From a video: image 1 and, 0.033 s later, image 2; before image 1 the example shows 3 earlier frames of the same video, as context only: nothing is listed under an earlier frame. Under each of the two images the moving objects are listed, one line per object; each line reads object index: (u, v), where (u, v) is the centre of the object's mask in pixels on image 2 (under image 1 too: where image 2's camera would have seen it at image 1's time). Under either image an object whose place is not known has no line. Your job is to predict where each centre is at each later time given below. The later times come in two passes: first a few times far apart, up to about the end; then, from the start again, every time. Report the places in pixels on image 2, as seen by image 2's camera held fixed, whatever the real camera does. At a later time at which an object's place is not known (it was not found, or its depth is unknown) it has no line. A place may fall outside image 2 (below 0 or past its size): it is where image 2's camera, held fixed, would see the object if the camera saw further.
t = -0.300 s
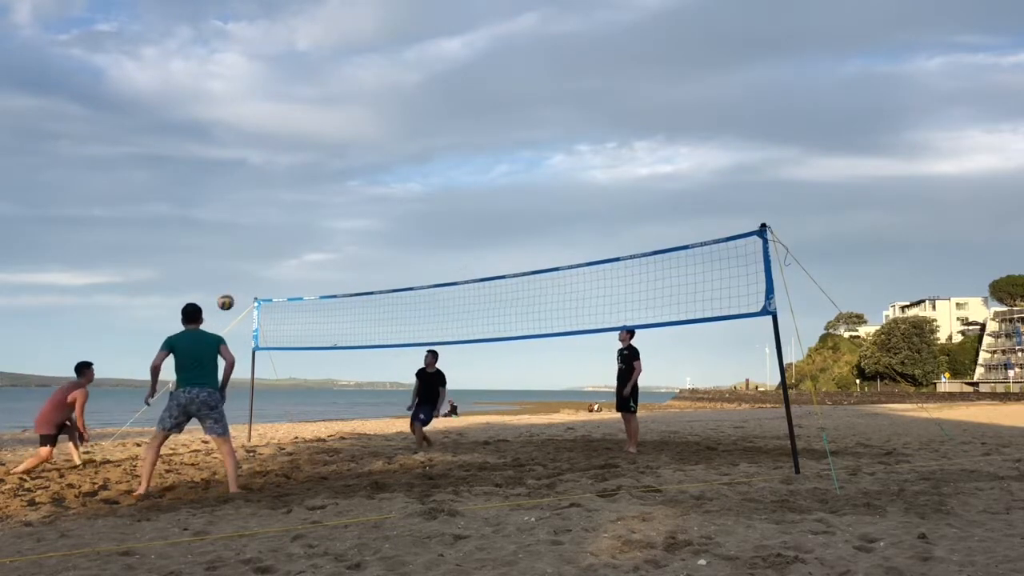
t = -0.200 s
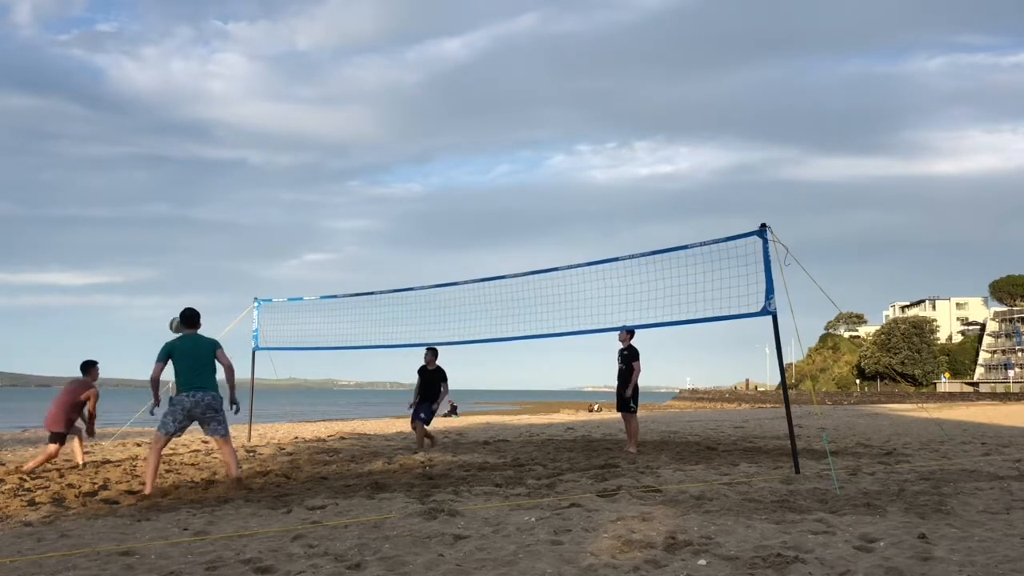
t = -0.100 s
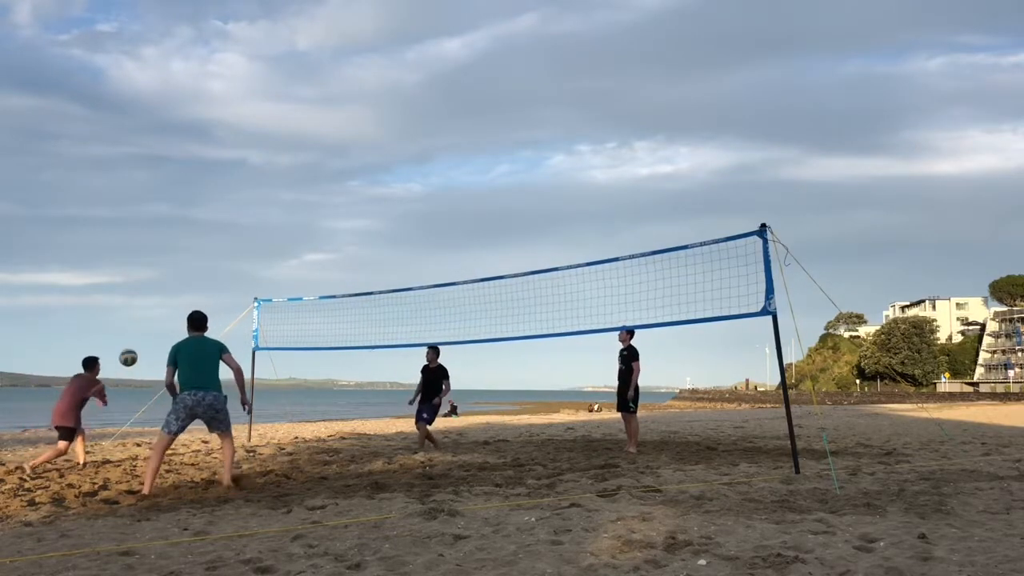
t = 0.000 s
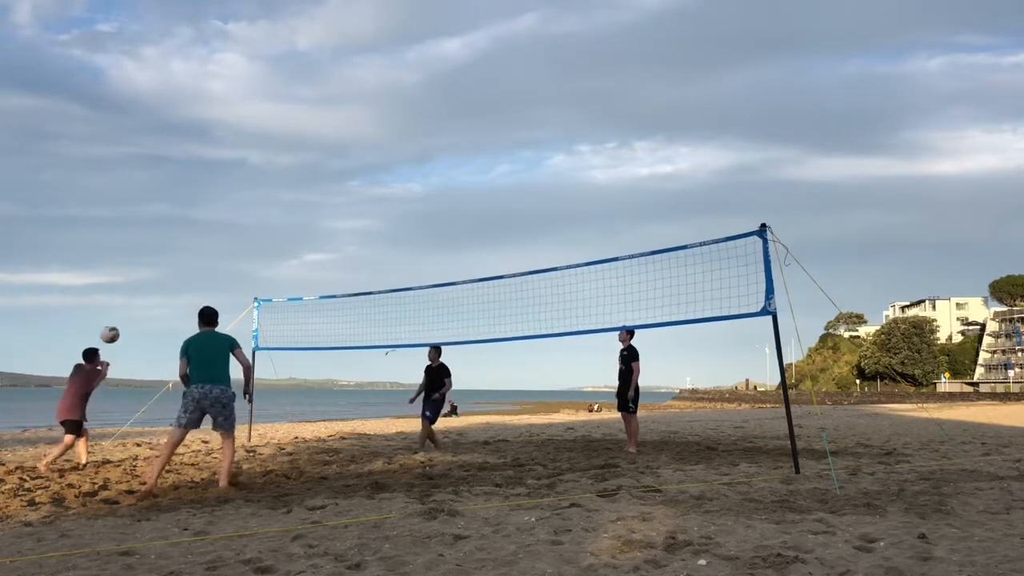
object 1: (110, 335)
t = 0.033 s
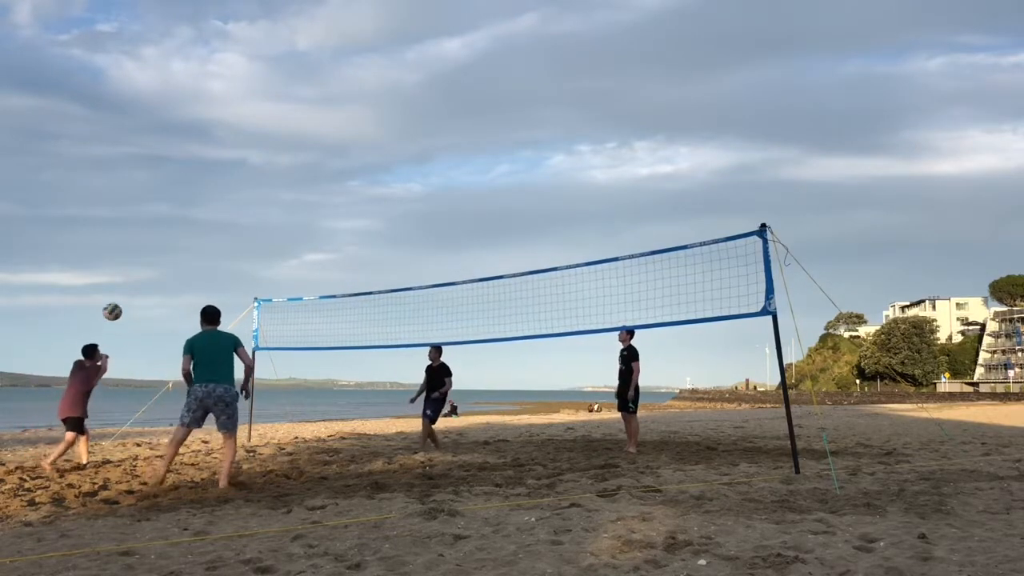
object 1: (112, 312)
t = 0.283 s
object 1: (128, 170)
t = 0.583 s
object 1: (143, 65)
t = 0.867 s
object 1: (154, 30)
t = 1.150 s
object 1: (162, 61)
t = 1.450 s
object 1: (169, 174)
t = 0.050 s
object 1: (113, 301)
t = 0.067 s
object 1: (115, 290)
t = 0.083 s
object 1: (116, 280)
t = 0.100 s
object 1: (117, 269)
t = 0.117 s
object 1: (118, 259)
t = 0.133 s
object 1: (119, 249)
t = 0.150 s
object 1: (120, 240)
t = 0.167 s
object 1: (122, 230)
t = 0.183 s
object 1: (123, 220)
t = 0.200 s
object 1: (124, 211)
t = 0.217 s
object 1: (125, 202)
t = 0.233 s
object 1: (125, 194)
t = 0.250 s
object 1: (126, 186)
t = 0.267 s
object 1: (127, 177)
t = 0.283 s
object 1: (128, 170)
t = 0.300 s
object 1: (129, 162)
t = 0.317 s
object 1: (130, 155)
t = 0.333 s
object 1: (131, 147)
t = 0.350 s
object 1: (133, 140)
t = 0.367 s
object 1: (133, 134)
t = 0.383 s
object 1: (134, 127)
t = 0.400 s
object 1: (135, 121)
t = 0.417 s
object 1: (135, 115)
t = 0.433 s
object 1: (137, 109)
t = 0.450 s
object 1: (138, 103)
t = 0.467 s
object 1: (138, 97)
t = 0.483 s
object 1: (139, 92)
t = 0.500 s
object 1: (140, 87)
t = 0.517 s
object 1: (140, 82)
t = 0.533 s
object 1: (141, 77)
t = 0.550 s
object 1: (142, 73)
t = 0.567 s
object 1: (143, 69)
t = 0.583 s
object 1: (143, 65)
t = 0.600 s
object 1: (144, 61)
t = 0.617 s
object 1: (145, 57)
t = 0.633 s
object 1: (145, 54)
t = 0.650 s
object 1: (146, 51)
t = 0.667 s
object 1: (147, 48)
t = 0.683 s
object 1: (147, 45)
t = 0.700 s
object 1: (148, 42)
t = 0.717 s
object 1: (148, 40)
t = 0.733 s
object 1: (149, 38)
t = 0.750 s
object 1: (150, 36)
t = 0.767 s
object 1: (150, 35)
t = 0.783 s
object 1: (151, 34)
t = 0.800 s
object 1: (151, 32)
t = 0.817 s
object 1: (152, 31)
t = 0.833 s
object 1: (152, 31)
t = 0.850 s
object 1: (153, 30)
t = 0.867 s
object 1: (154, 30)
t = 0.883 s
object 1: (154, 30)
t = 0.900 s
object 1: (155, 30)
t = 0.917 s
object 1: (155, 30)
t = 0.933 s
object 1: (155, 31)
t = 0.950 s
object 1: (156, 31)
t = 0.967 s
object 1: (156, 32)
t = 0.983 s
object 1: (157, 34)
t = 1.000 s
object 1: (157, 36)
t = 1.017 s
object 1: (158, 38)
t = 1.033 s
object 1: (158, 40)
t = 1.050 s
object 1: (159, 42)
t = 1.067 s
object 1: (159, 45)
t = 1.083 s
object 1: (160, 48)
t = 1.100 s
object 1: (160, 50)
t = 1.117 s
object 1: (161, 53)
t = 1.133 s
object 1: (161, 57)
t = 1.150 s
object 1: (162, 61)
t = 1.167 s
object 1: (162, 65)
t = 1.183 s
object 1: (162, 69)
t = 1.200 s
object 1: (163, 74)
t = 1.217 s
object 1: (163, 79)
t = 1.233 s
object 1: (164, 84)
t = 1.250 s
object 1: (164, 89)
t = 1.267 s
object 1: (165, 94)
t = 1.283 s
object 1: (165, 101)
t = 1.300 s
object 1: (165, 107)
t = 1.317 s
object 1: (166, 113)
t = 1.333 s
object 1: (166, 119)
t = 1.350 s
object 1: (166, 126)
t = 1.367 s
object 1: (167, 133)
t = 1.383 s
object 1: (167, 141)
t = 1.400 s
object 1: (168, 149)
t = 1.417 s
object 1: (168, 157)
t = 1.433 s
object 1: (168, 165)
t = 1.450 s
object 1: (169, 174)
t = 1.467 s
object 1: (169, 183)
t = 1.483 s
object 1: (169, 192)
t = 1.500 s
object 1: (169, 201)
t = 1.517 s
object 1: (170, 211)
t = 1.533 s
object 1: (170, 221)
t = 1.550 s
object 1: (171, 231)
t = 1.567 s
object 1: (171, 241)
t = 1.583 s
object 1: (171, 252)
